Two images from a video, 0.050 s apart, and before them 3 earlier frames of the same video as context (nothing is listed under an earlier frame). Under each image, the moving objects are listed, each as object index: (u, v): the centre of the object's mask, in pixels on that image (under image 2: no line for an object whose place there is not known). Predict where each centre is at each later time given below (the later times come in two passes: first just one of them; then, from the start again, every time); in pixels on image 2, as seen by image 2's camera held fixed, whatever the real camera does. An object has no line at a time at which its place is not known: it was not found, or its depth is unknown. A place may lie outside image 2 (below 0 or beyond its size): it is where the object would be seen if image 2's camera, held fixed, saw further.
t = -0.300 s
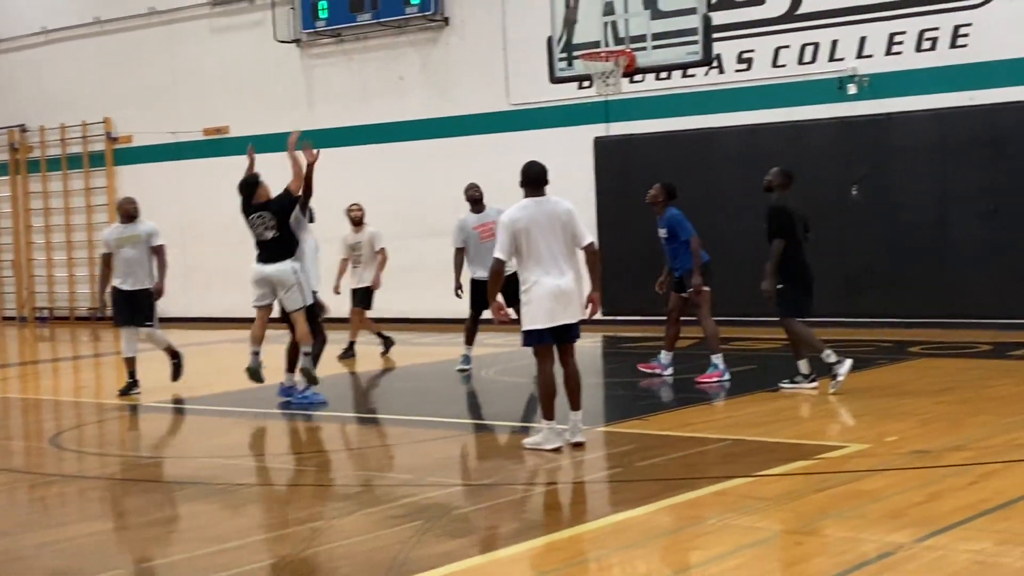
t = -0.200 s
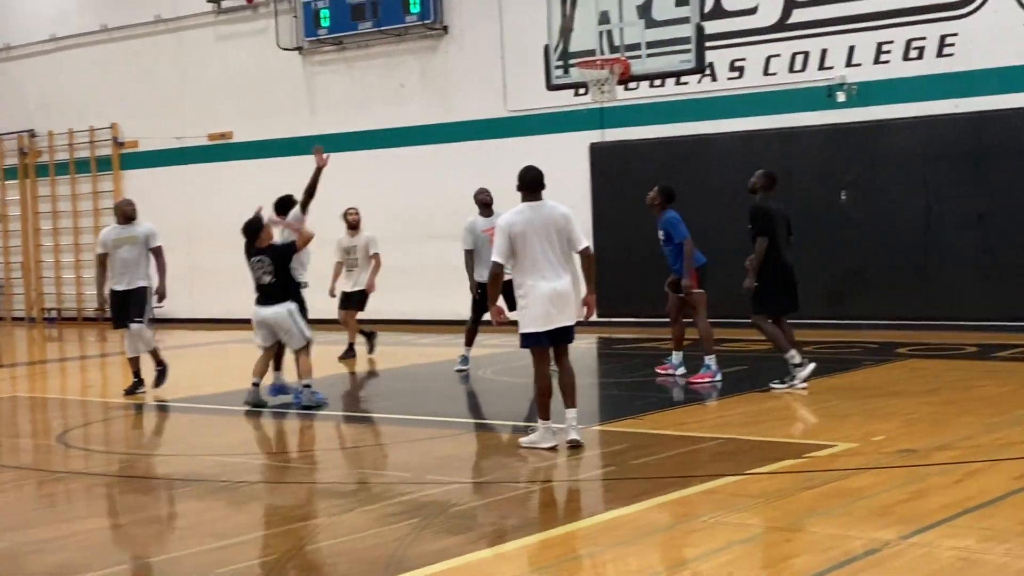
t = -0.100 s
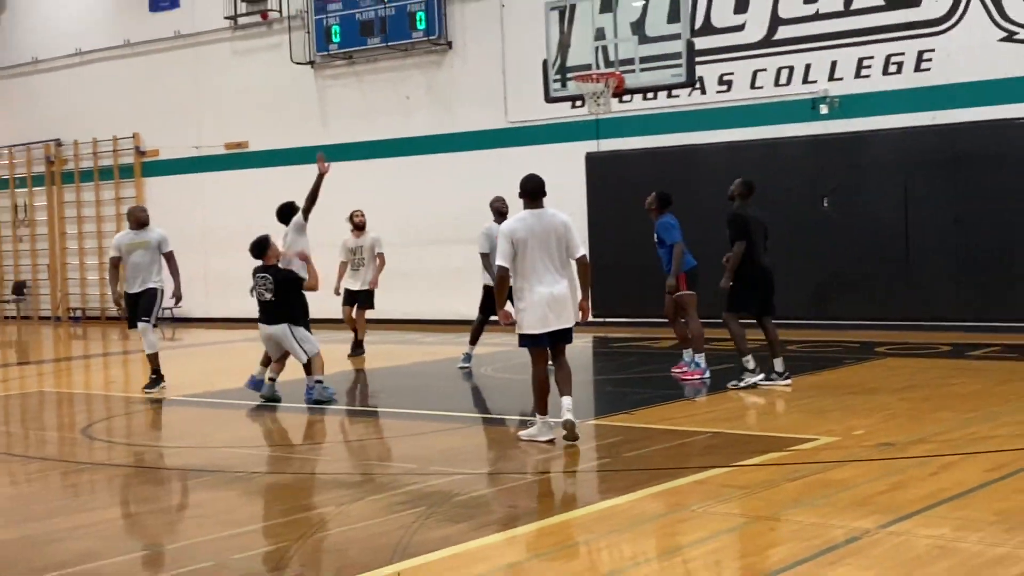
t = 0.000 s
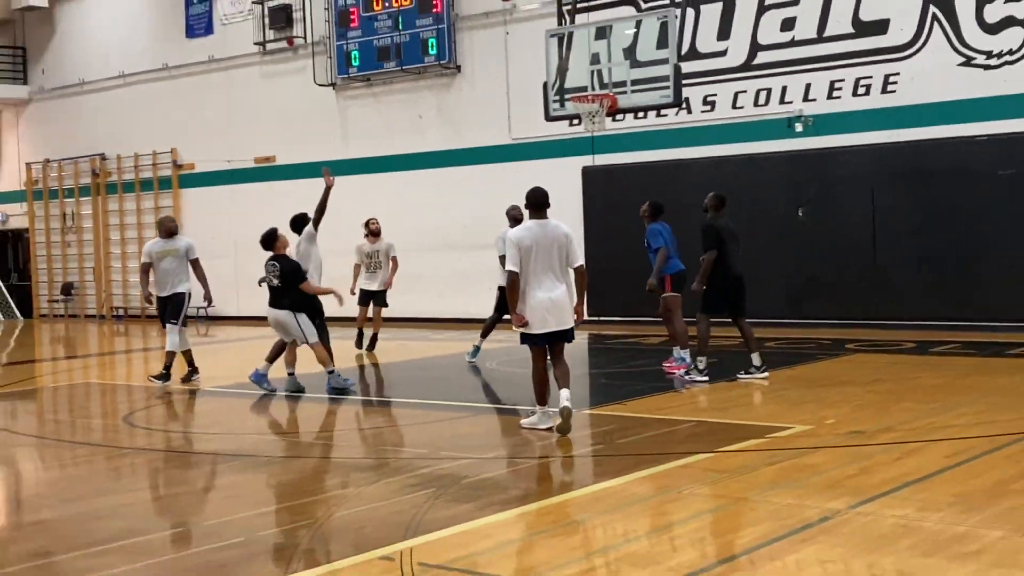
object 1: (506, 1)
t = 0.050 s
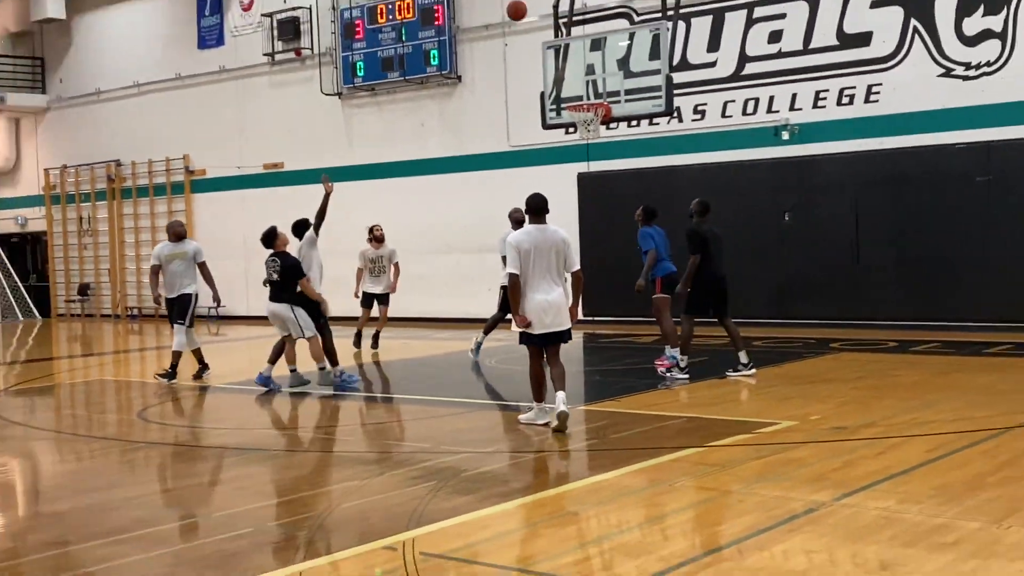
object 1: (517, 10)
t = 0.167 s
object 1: (542, 35)
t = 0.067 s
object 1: (520, 13)
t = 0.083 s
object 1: (524, 17)
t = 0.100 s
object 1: (528, 20)
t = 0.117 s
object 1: (532, 24)
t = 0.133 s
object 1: (535, 28)
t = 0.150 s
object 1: (539, 31)
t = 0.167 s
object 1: (542, 35)
